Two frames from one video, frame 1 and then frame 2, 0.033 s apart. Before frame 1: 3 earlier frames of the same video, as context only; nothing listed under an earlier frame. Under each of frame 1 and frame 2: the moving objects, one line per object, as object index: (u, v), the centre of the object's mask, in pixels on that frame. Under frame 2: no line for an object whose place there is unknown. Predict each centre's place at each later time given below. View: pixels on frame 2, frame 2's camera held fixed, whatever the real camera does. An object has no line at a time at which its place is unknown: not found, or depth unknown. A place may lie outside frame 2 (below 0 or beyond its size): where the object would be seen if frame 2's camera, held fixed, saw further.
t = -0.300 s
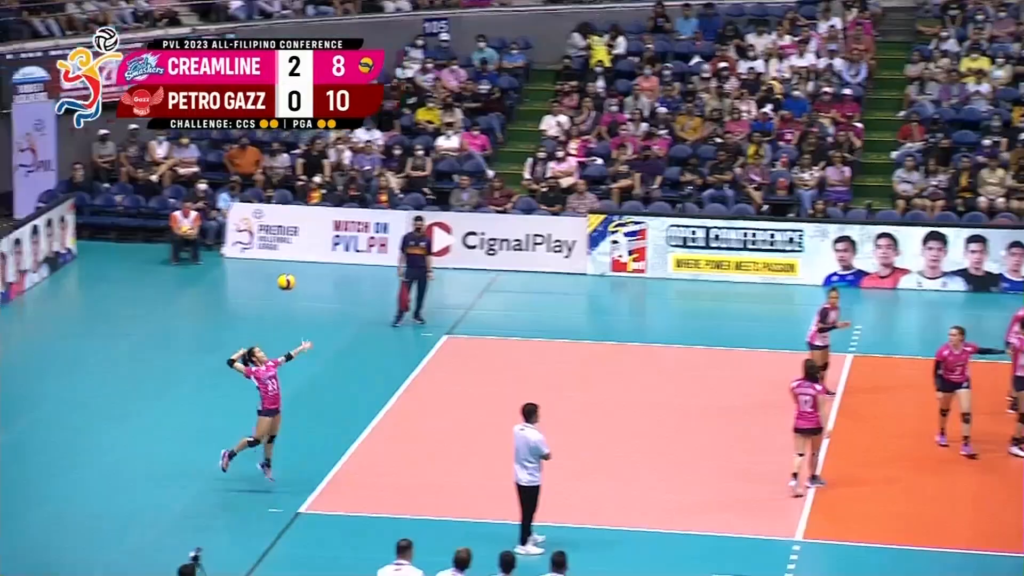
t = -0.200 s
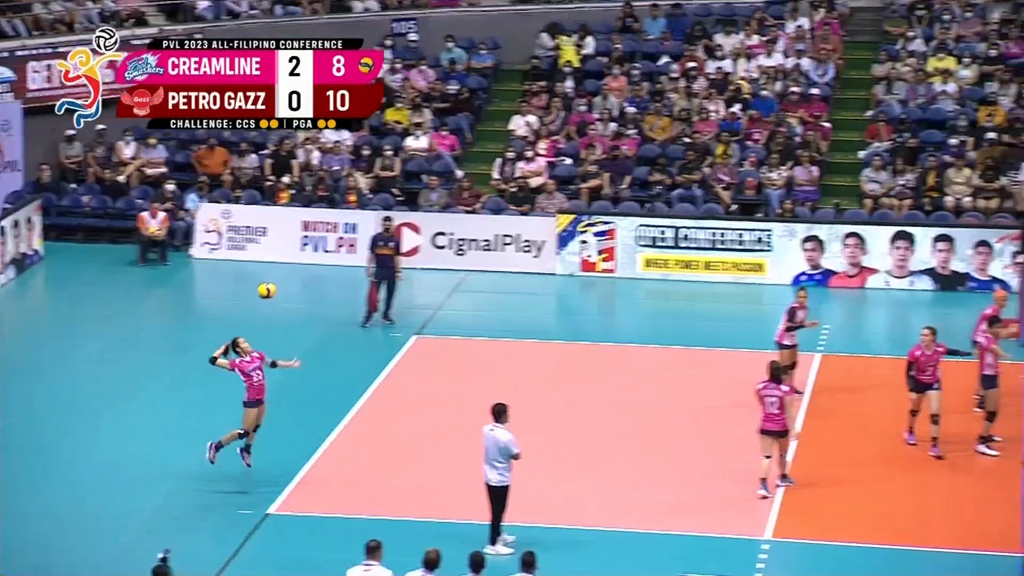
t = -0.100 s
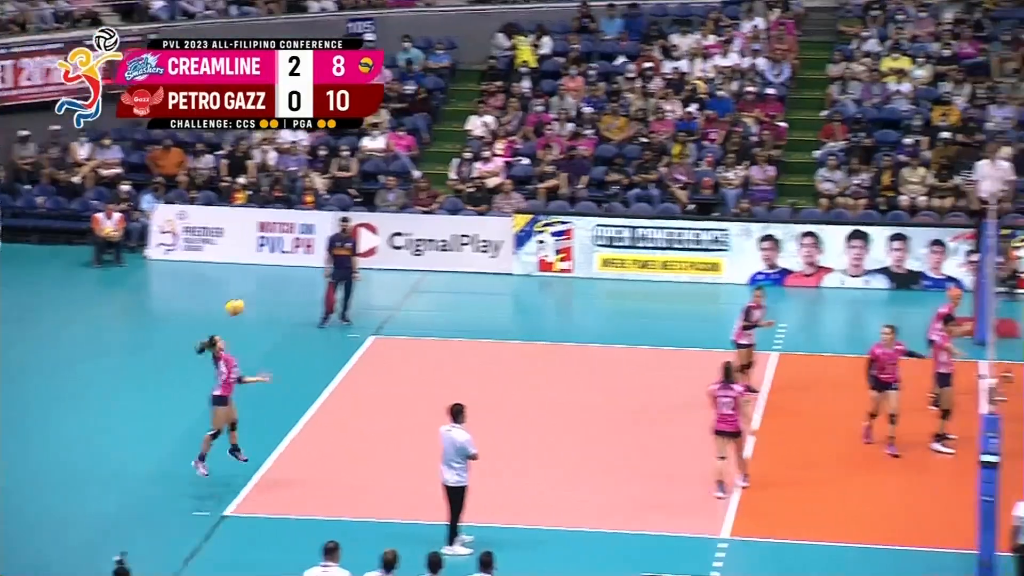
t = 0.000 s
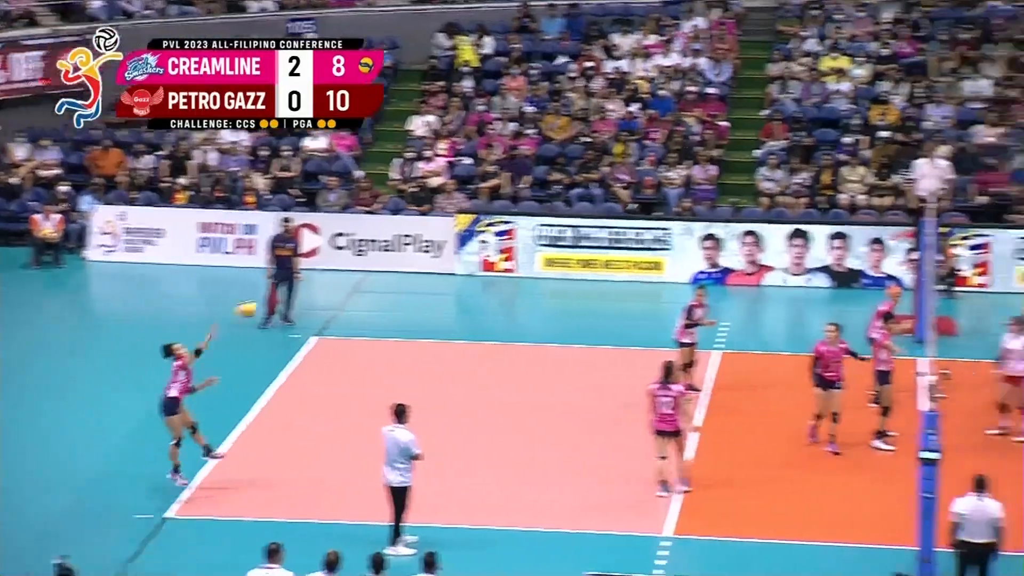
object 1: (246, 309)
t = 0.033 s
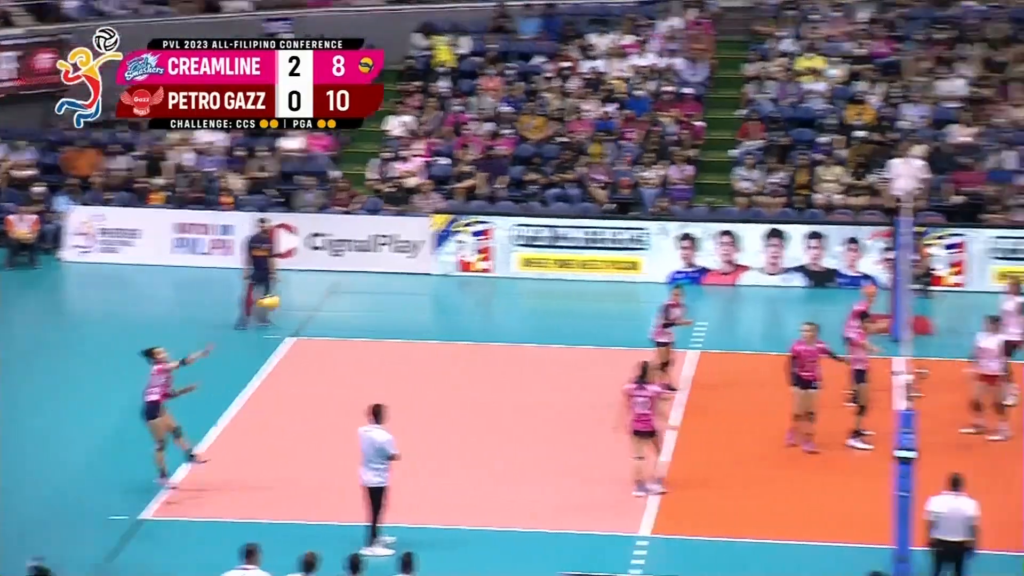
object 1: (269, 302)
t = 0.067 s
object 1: (315, 297)
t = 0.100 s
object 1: (361, 291)
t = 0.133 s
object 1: (405, 287)
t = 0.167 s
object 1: (450, 282)
